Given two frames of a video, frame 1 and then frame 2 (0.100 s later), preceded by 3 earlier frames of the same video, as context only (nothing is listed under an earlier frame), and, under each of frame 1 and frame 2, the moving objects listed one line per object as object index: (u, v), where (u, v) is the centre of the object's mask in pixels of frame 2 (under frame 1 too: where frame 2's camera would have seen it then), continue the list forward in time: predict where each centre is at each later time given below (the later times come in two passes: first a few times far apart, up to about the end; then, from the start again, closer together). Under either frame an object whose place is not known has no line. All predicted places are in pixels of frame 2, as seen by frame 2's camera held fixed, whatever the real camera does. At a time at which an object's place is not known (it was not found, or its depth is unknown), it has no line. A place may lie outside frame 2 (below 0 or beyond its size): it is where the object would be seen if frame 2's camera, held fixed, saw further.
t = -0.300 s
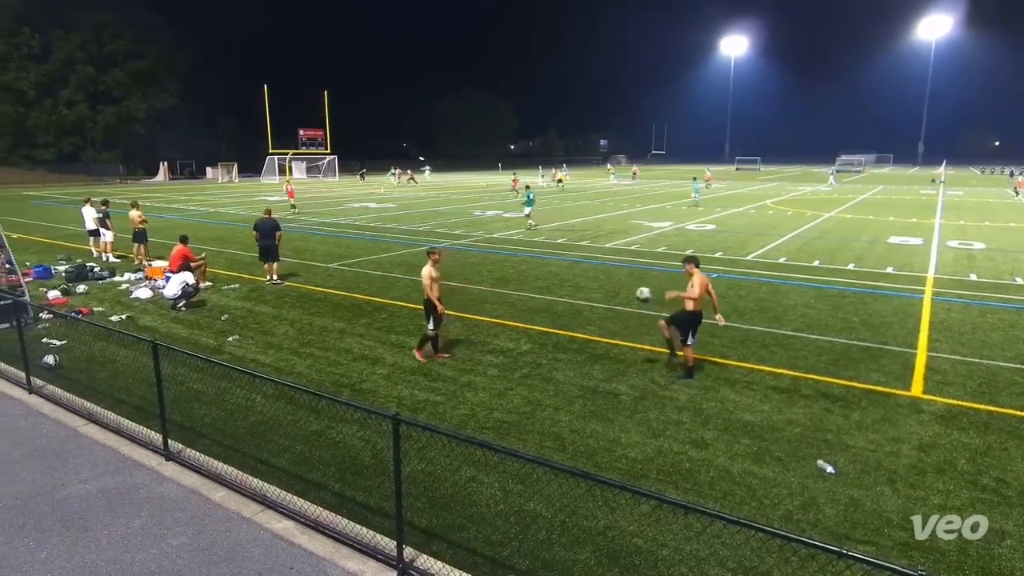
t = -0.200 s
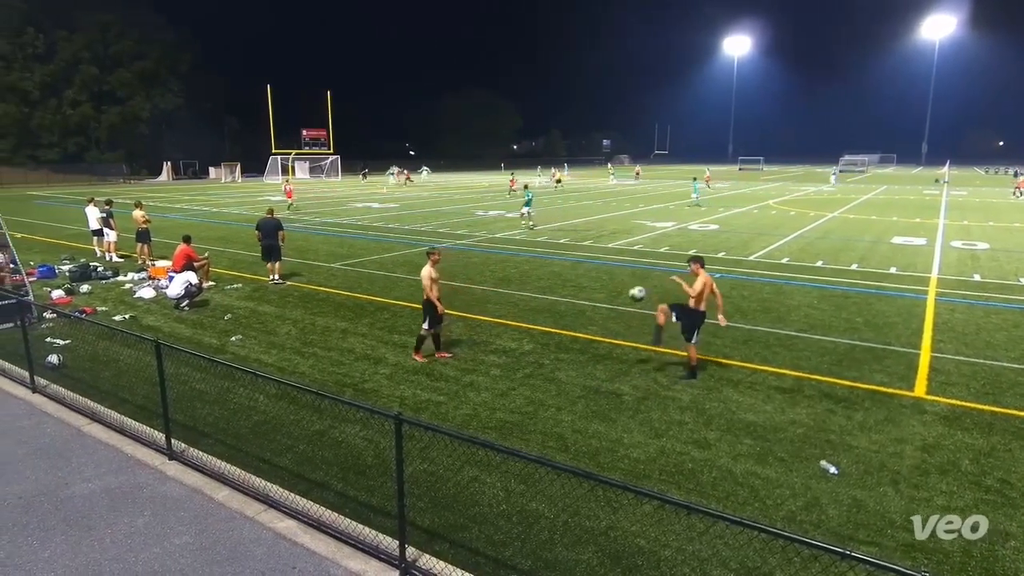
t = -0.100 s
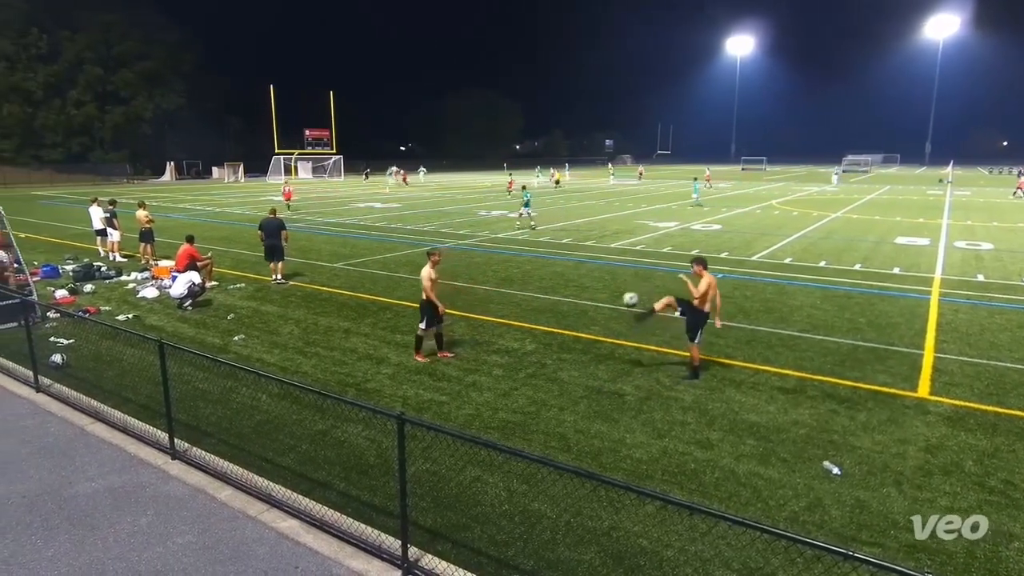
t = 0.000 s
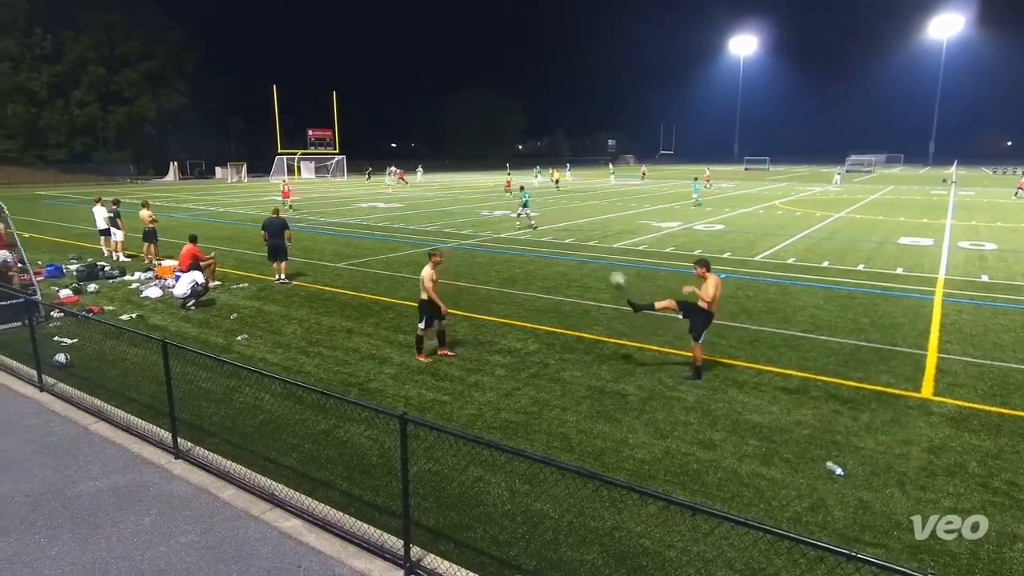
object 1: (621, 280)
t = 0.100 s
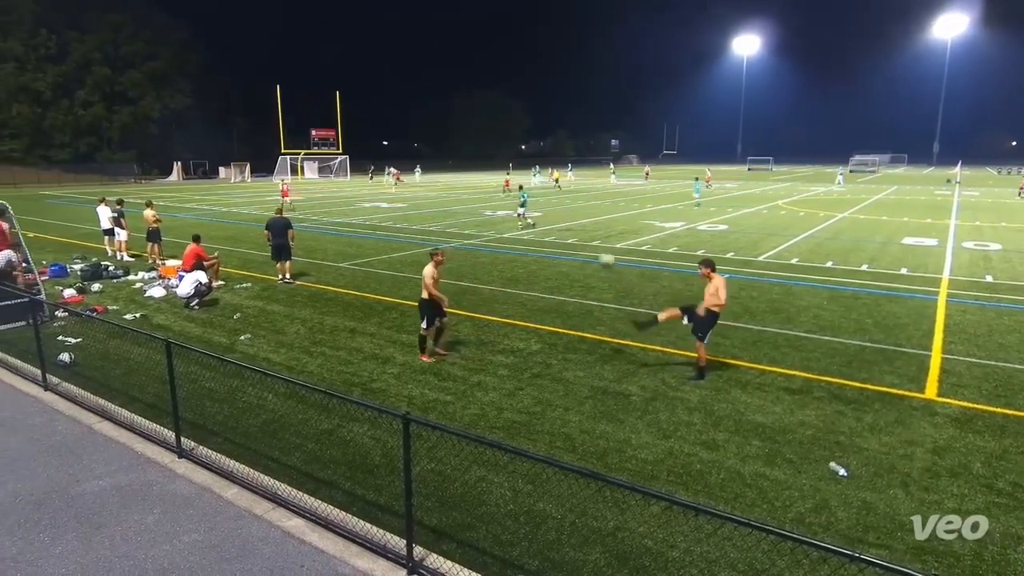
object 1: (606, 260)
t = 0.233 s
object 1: (586, 244)
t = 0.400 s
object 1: (563, 242)
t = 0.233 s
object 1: (586, 244)
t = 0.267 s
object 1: (582, 243)
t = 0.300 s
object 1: (576, 241)
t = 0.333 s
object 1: (572, 241)
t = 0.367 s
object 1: (567, 241)
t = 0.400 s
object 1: (563, 242)
